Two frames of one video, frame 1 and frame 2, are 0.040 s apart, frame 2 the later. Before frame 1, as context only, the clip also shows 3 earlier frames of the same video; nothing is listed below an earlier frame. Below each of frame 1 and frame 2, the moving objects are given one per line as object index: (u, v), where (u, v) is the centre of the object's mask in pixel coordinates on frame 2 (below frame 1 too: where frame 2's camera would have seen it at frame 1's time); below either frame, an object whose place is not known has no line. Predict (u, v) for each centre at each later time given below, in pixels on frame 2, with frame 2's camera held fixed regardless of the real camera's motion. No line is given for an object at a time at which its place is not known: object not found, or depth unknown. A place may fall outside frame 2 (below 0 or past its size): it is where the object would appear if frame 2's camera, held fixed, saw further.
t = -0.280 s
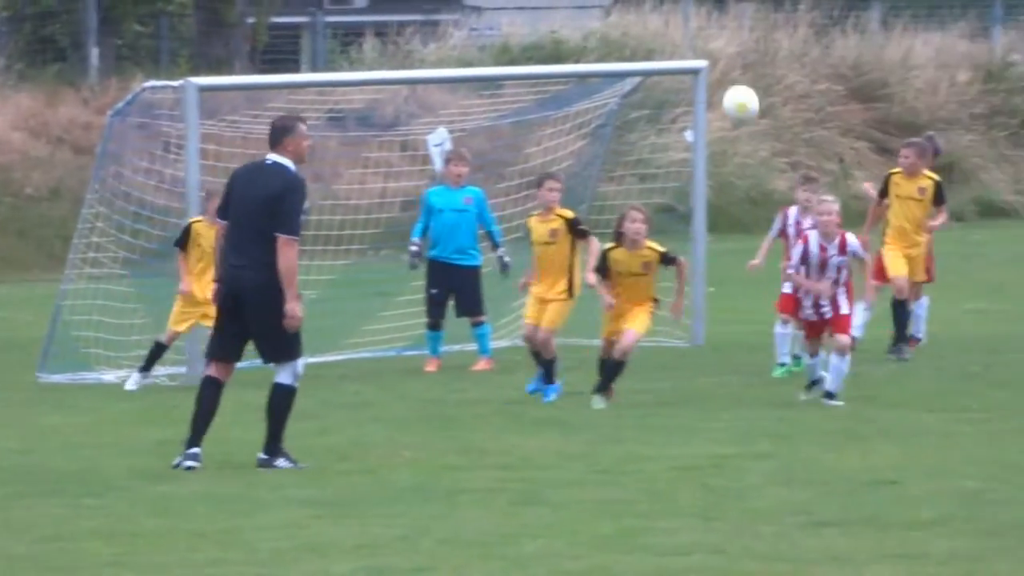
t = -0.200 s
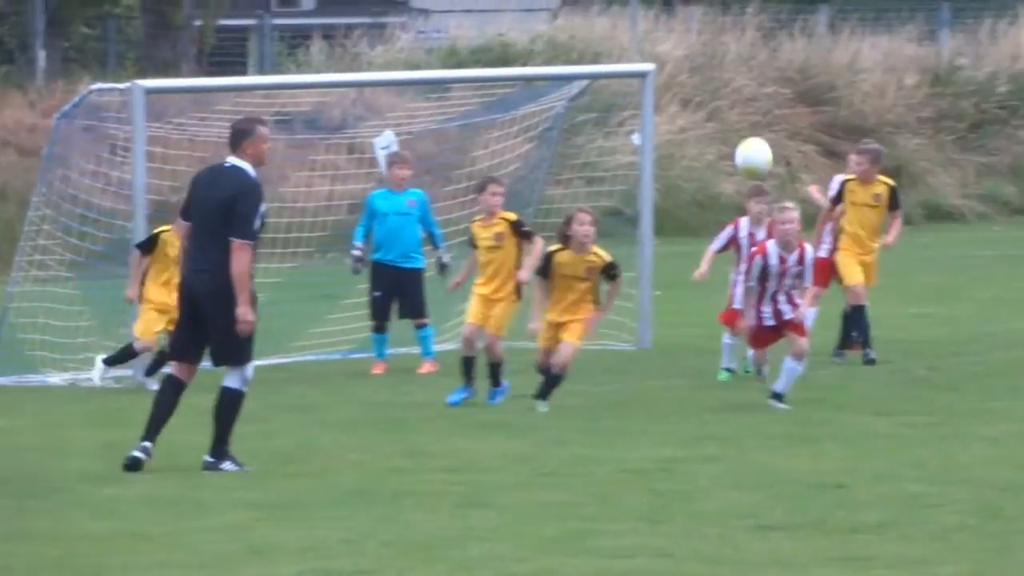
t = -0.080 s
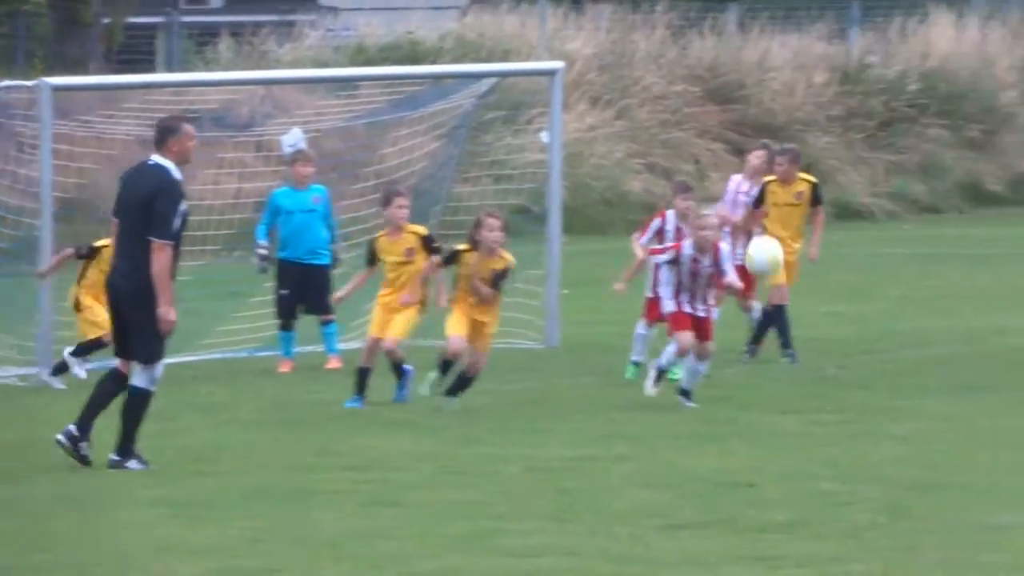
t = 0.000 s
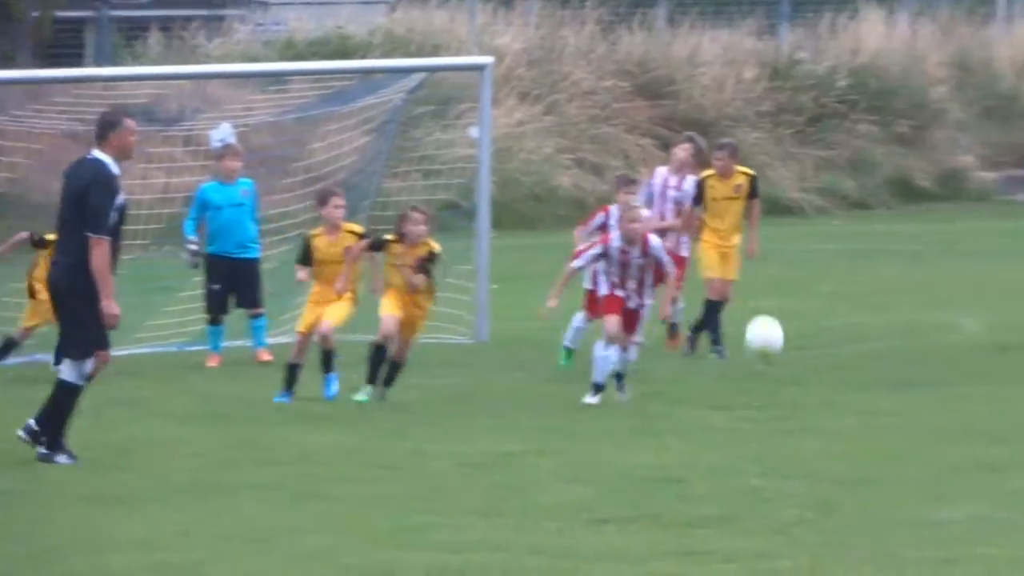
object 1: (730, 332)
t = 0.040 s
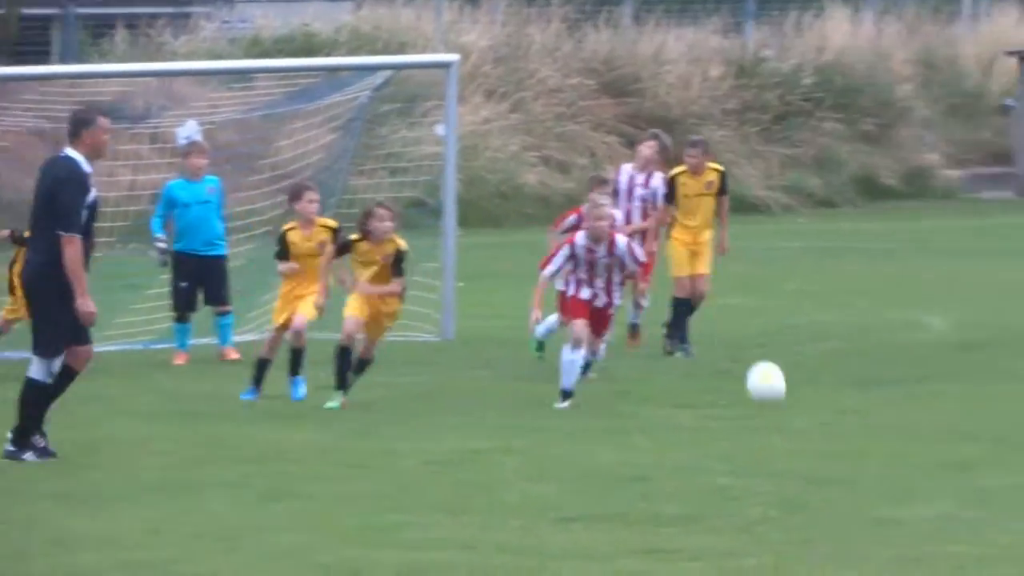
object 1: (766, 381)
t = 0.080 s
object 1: (801, 432)
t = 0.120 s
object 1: (827, 414)
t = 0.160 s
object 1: (848, 385)
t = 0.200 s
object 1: (869, 357)
